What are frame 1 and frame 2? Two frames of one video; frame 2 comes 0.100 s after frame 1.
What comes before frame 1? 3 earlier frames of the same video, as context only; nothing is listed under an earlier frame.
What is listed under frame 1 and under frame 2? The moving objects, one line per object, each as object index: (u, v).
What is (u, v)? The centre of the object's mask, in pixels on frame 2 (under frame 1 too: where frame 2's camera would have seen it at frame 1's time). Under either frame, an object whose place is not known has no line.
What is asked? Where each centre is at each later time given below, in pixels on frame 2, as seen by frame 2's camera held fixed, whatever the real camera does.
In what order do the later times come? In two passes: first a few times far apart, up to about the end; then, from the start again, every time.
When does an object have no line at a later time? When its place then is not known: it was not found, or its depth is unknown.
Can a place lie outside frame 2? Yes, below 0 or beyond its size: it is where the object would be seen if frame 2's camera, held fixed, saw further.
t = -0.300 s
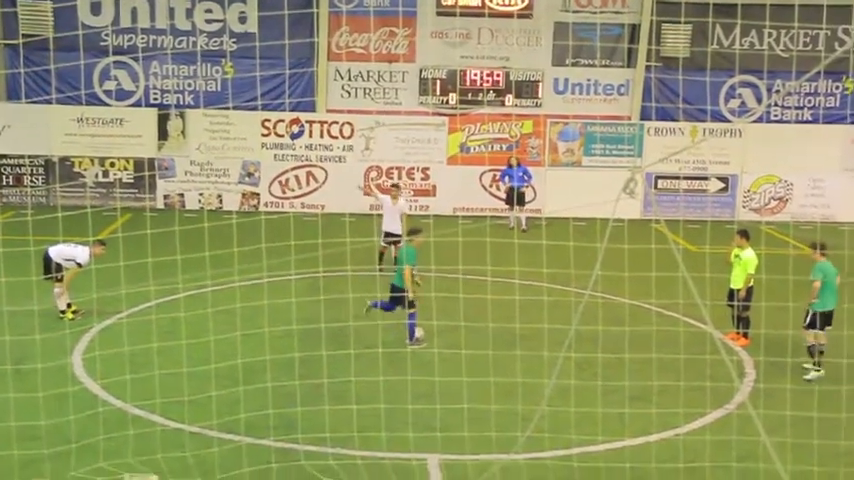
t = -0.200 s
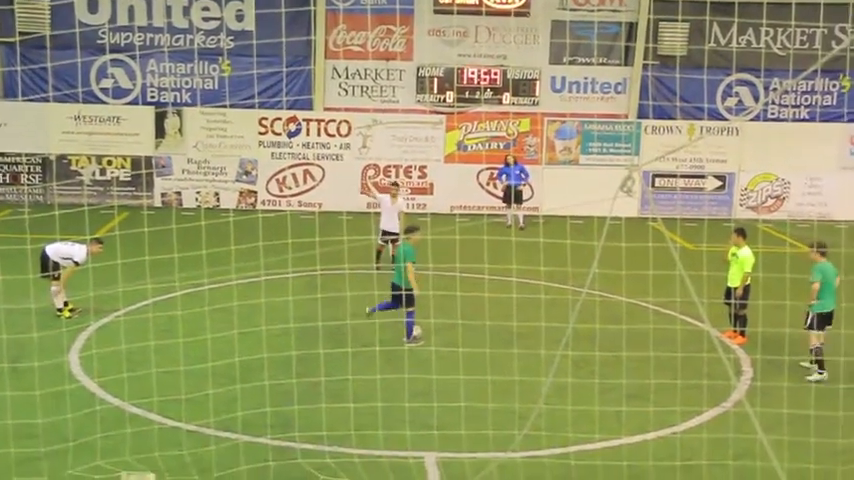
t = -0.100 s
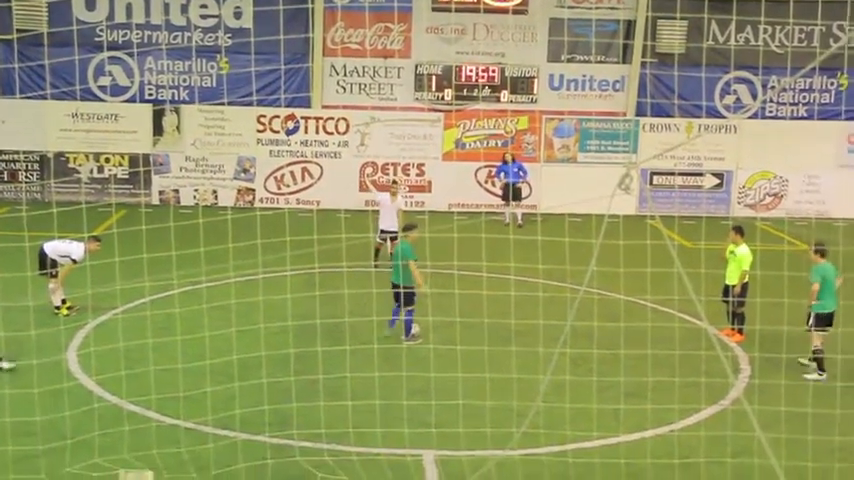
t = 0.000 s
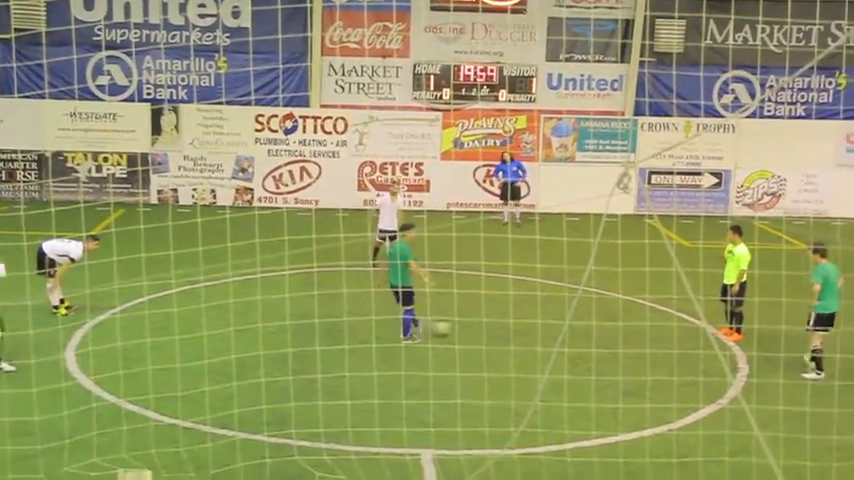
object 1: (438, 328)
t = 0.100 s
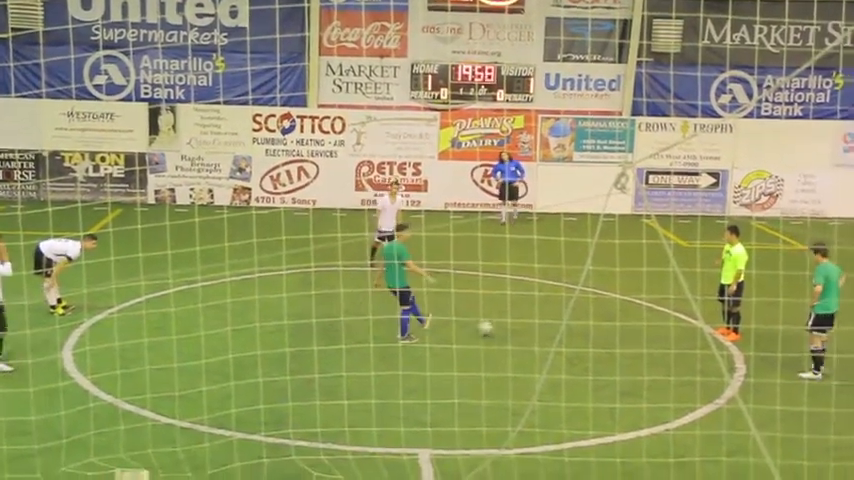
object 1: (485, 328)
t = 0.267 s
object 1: (549, 328)
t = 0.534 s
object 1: (635, 330)
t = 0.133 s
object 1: (499, 328)
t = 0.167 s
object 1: (512, 328)
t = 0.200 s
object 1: (525, 328)
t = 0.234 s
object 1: (537, 328)
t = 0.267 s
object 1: (549, 328)
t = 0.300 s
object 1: (562, 327)
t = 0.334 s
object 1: (574, 329)
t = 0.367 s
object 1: (584, 329)
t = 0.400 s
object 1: (595, 329)
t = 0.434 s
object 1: (605, 329)
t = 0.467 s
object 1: (613, 329)
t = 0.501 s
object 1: (624, 330)
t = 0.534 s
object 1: (635, 330)
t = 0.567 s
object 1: (643, 330)
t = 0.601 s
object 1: (652, 329)
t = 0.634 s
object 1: (661, 329)
